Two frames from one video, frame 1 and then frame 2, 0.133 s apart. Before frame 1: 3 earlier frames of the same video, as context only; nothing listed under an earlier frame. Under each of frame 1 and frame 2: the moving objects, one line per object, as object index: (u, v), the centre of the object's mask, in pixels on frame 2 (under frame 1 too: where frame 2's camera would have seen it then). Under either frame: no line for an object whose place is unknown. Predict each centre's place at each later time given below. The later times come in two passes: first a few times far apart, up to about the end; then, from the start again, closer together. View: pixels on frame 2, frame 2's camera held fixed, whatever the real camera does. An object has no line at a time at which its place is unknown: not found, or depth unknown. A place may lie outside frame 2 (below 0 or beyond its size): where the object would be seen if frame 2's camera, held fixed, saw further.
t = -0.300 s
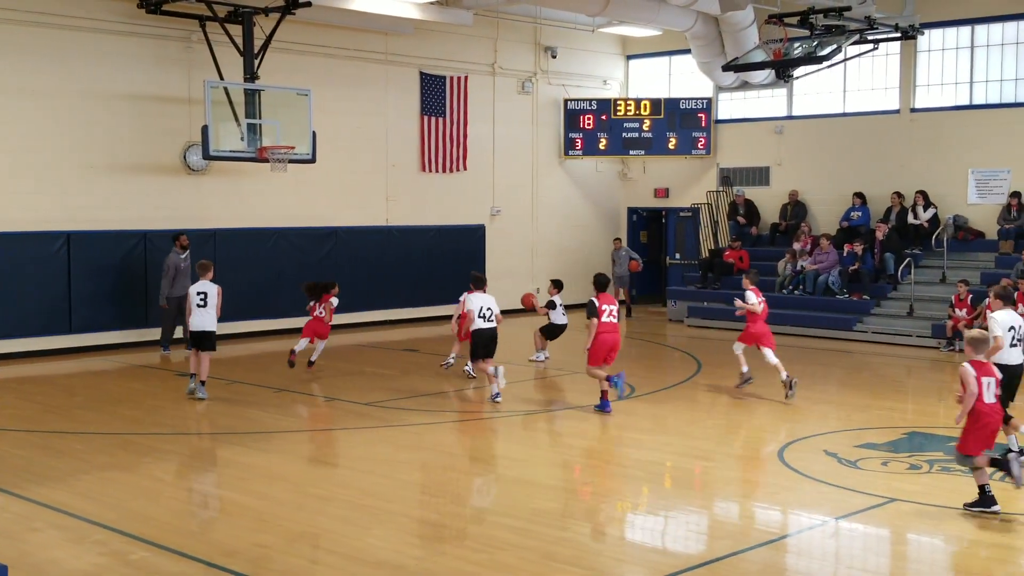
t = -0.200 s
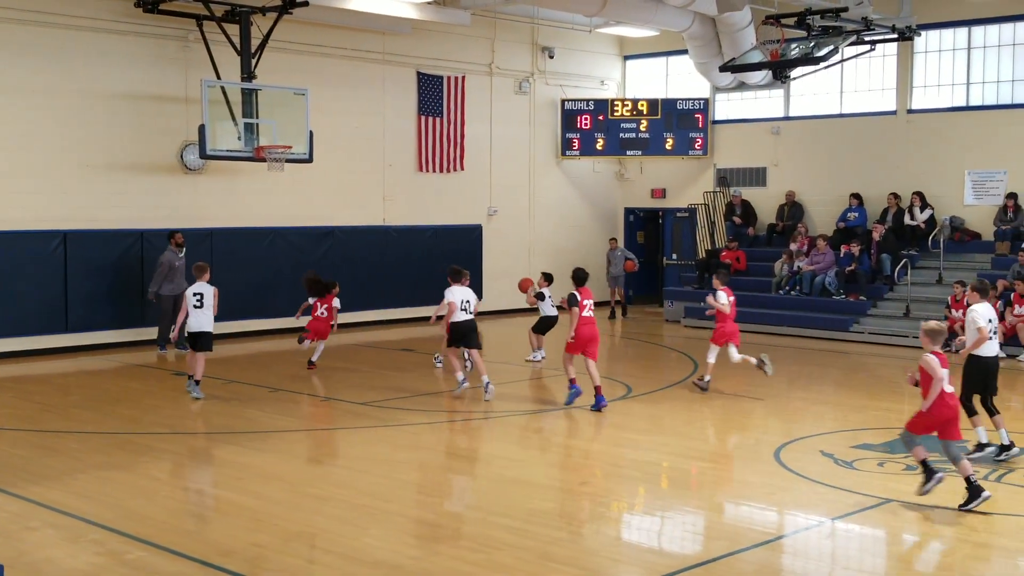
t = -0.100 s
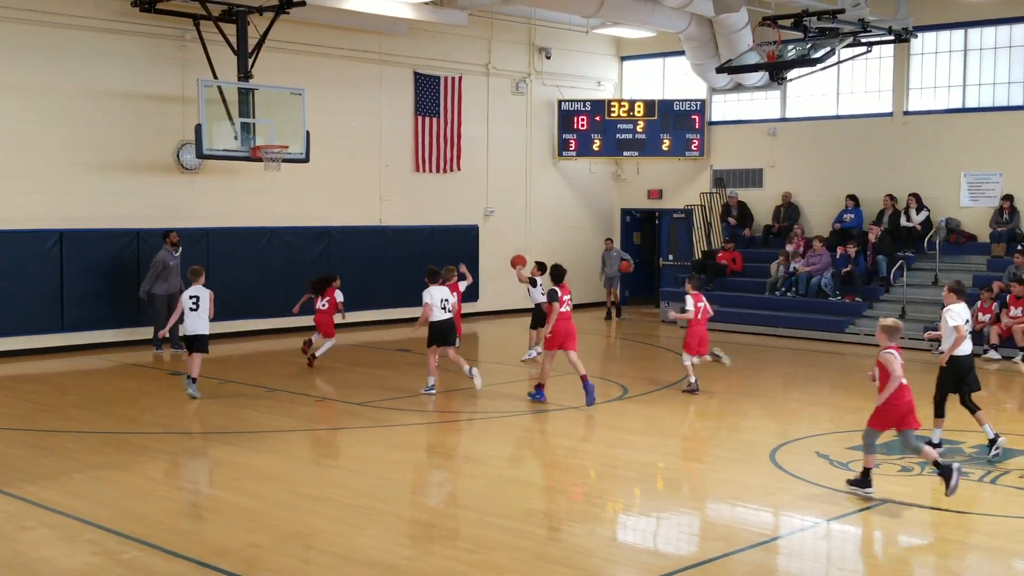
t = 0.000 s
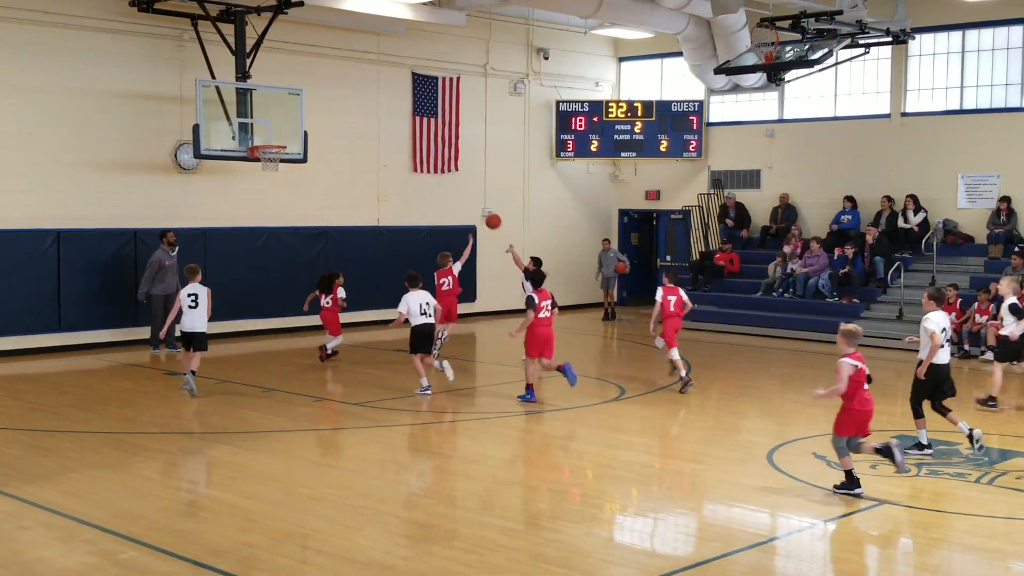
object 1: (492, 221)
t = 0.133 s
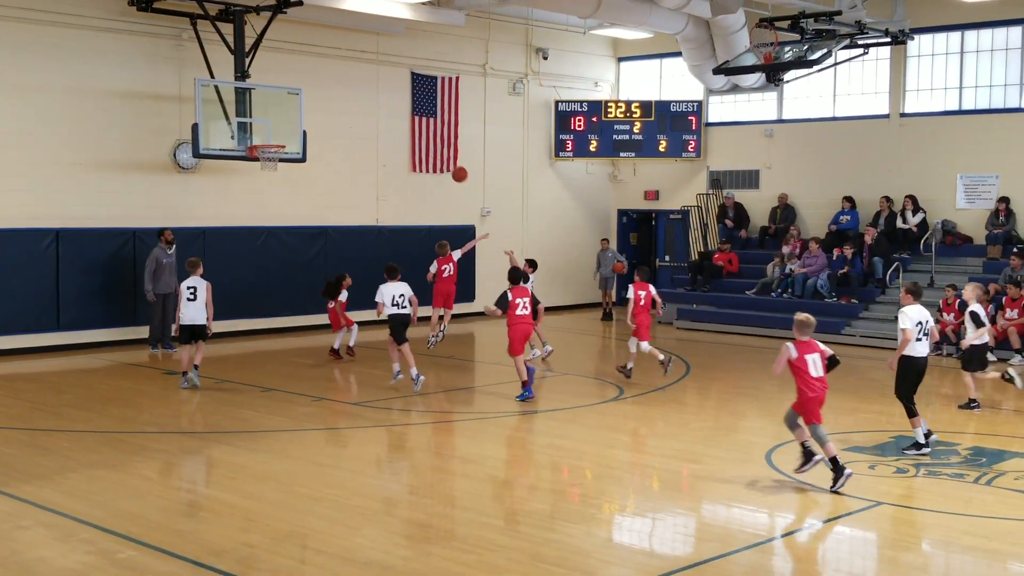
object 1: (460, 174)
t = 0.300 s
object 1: (418, 133)
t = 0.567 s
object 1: (354, 107)
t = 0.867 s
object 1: (283, 136)
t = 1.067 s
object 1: (253, 166)
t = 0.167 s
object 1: (451, 164)
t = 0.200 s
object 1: (443, 156)
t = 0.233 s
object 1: (435, 147)
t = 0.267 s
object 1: (427, 140)
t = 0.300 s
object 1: (418, 133)
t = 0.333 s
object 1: (410, 127)
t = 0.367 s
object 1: (402, 122)
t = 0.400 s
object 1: (394, 118)
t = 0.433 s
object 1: (386, 114)
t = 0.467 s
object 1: (378, 111)
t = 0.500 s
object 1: (370, 109)
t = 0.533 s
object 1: (362, 108)
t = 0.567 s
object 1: (354, 107)
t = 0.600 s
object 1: (346, 107)
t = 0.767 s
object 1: (307, 119)
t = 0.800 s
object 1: (299, 124)
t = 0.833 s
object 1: (291, 130)
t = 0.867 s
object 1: (283, 136)
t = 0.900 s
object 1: (276, 143)
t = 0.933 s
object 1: (268, 150)
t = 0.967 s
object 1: (260, 157)
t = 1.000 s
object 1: (256, 160)
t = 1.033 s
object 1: (255, 164)
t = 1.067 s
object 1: (253, 166)
